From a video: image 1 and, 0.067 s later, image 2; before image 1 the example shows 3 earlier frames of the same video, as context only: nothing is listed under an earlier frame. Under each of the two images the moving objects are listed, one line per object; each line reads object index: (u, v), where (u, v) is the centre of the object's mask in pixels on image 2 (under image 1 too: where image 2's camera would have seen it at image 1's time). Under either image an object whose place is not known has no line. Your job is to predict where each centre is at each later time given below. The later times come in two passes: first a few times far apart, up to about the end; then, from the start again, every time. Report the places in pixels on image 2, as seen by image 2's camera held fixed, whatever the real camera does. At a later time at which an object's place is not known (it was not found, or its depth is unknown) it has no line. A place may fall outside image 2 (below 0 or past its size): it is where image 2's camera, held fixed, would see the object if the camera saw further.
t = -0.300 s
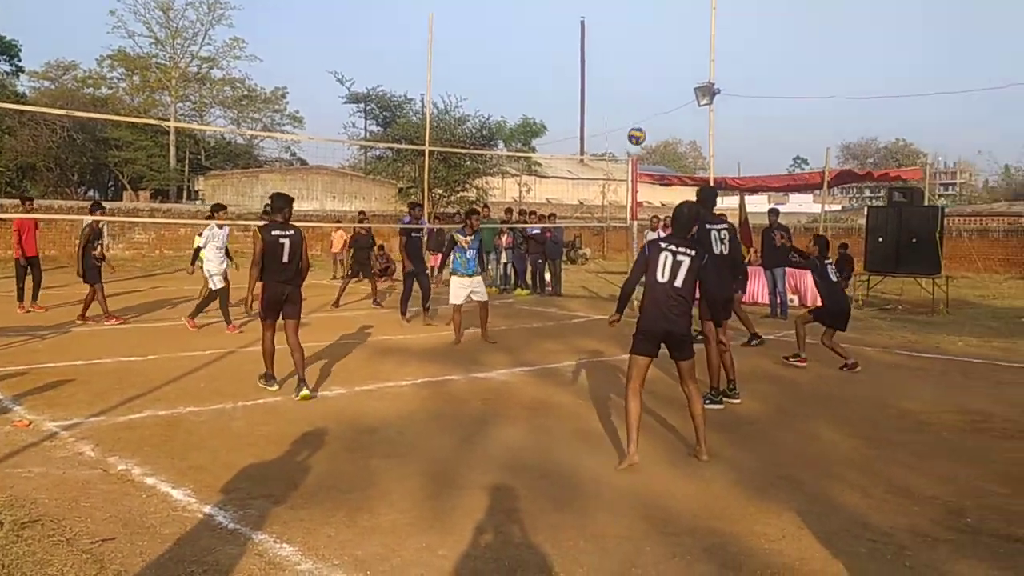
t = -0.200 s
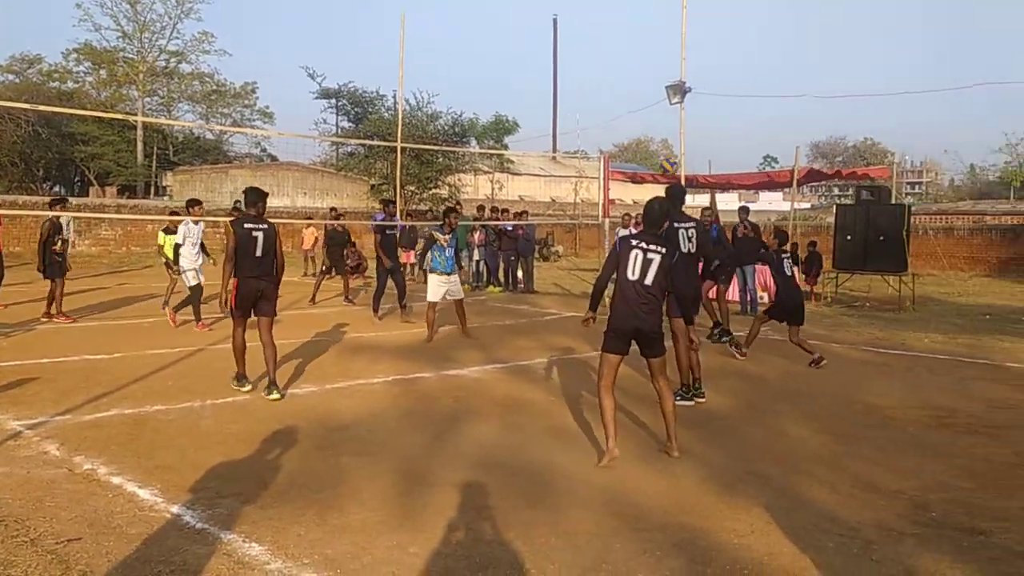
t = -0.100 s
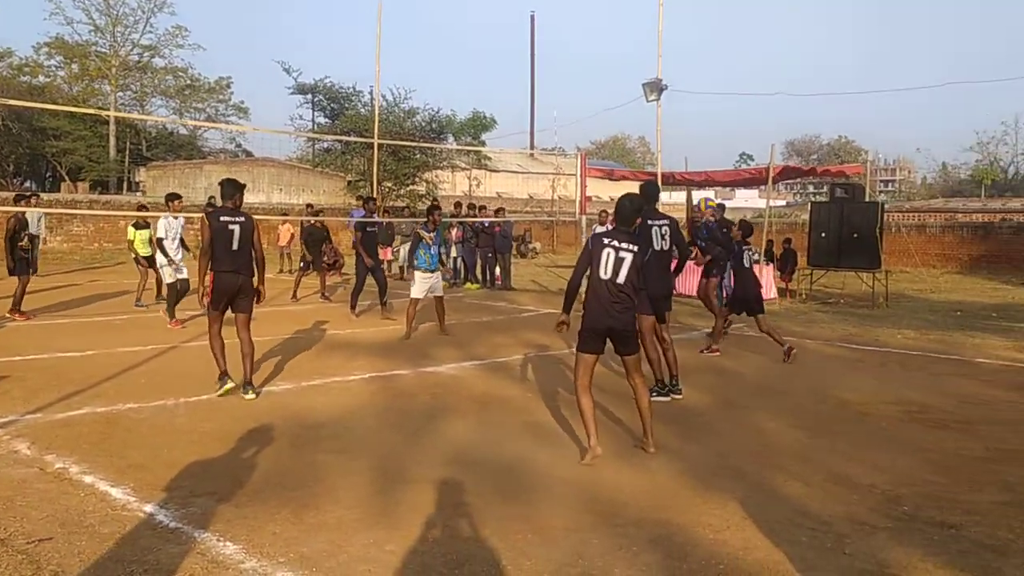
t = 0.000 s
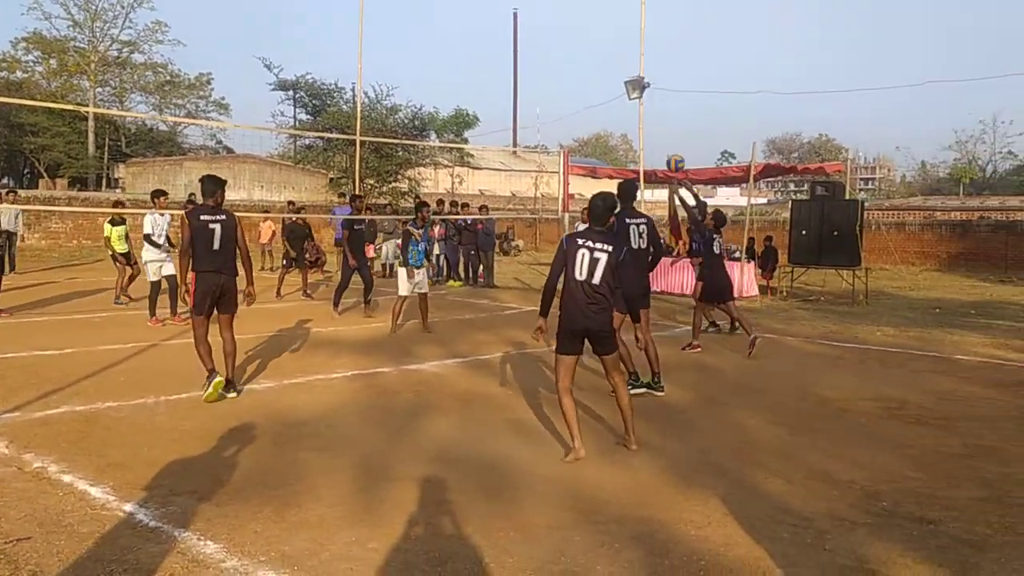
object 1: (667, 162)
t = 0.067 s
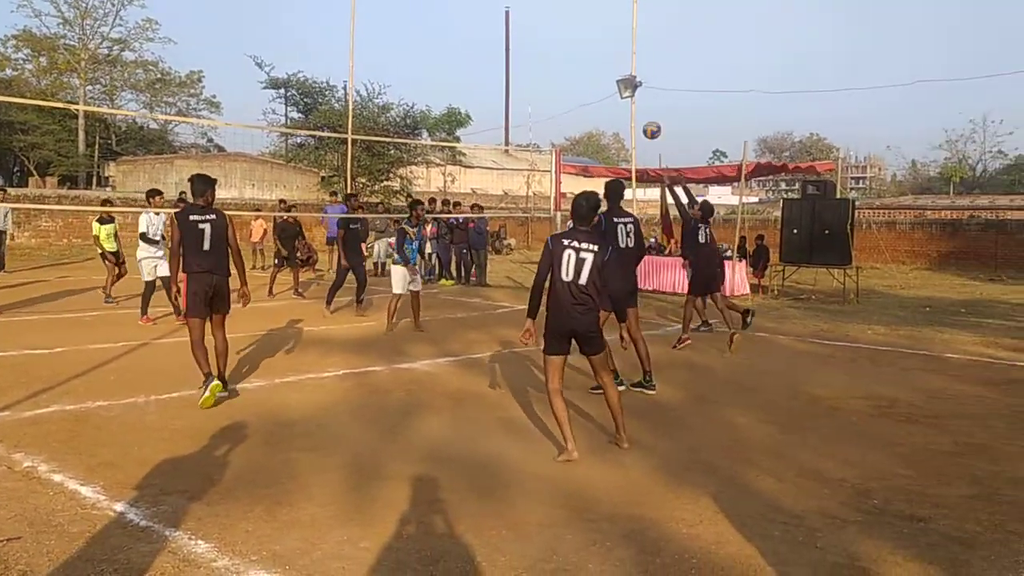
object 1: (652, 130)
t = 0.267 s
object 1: (606, 59)
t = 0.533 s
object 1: (548, 20)
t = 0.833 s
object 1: (487, 52)
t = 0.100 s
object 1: (644, 116)
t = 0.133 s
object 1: (636, 102)
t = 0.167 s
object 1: (627, 89)
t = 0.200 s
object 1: (621, 78)
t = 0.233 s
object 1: (613, 68)
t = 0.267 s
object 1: (606, 59)
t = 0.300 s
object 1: (598, 50)
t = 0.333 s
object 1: (591, 43)
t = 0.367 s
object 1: (584, 37)
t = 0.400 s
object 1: (576, 32)
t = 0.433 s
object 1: (569, 28)
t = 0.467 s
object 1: (562, 24)
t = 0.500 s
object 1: (555, 22)
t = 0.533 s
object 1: (548, 20)
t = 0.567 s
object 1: (541, 20)
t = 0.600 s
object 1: (534, 21)
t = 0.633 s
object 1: (527, 22)
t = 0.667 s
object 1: (520, 25)
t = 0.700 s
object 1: (514, 28)
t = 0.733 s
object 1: (507, 32)
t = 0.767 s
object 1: (500, 38)
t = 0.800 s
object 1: (494, 44)
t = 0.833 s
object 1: (487, 52)
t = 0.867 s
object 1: (481, 59)
